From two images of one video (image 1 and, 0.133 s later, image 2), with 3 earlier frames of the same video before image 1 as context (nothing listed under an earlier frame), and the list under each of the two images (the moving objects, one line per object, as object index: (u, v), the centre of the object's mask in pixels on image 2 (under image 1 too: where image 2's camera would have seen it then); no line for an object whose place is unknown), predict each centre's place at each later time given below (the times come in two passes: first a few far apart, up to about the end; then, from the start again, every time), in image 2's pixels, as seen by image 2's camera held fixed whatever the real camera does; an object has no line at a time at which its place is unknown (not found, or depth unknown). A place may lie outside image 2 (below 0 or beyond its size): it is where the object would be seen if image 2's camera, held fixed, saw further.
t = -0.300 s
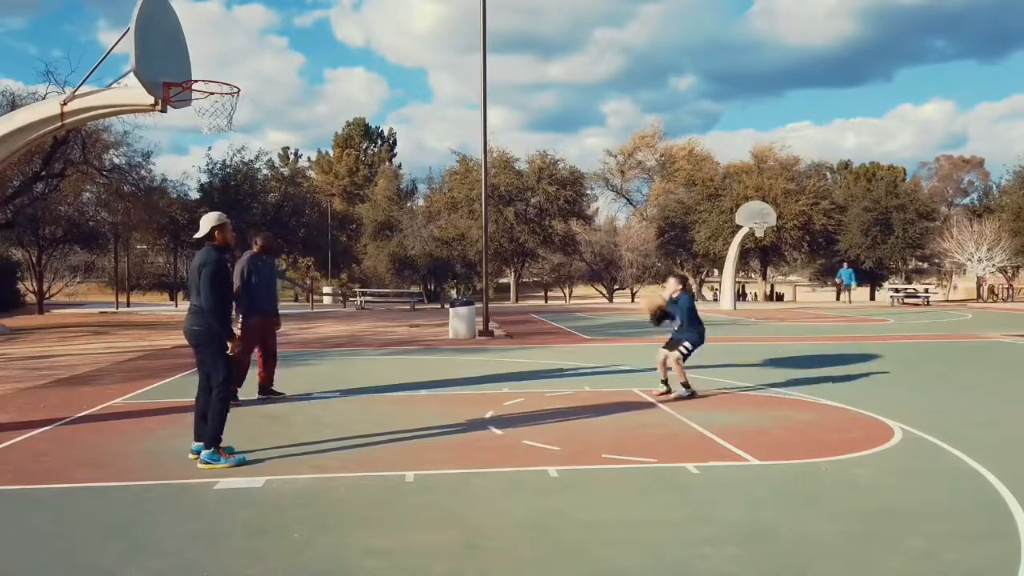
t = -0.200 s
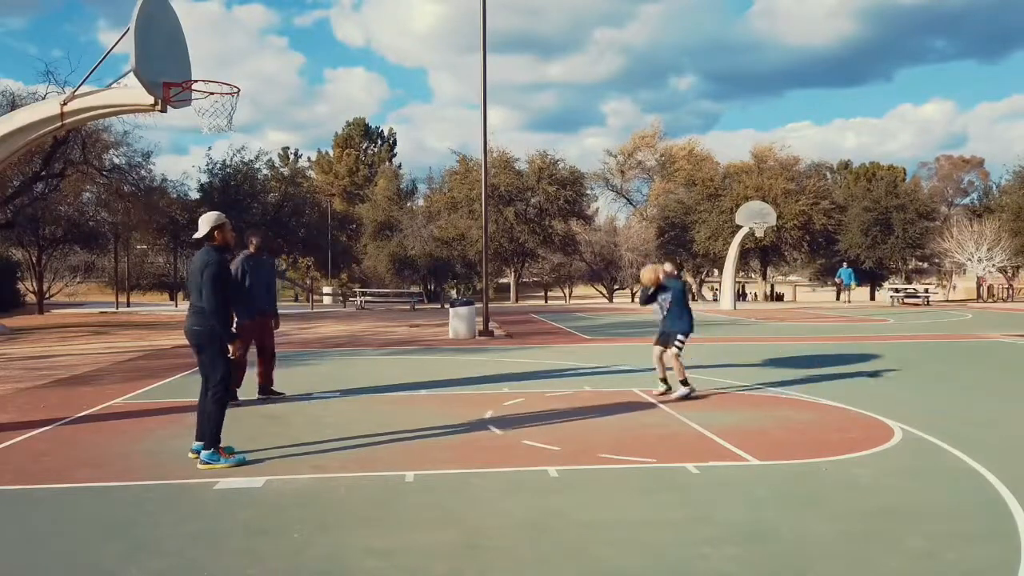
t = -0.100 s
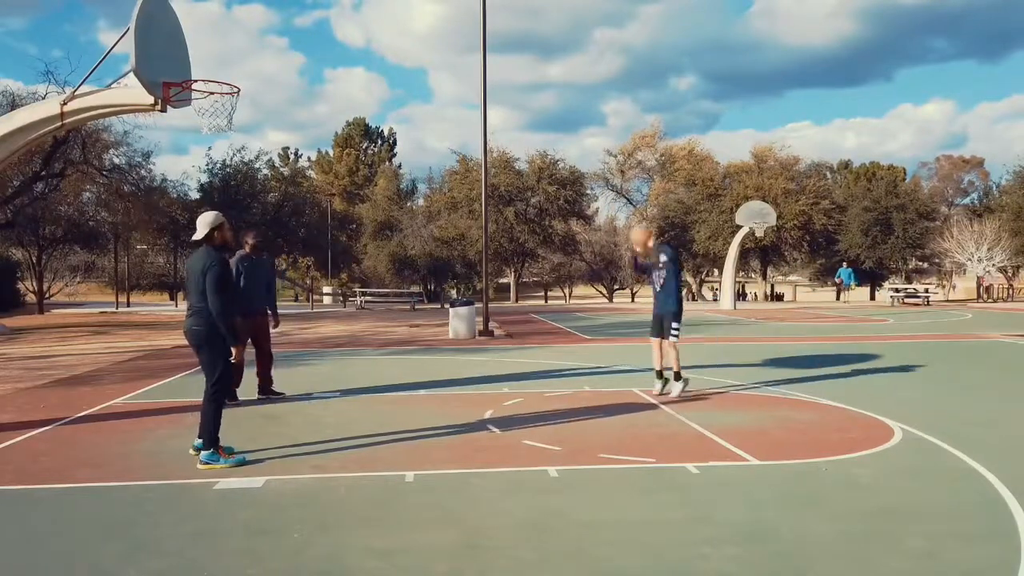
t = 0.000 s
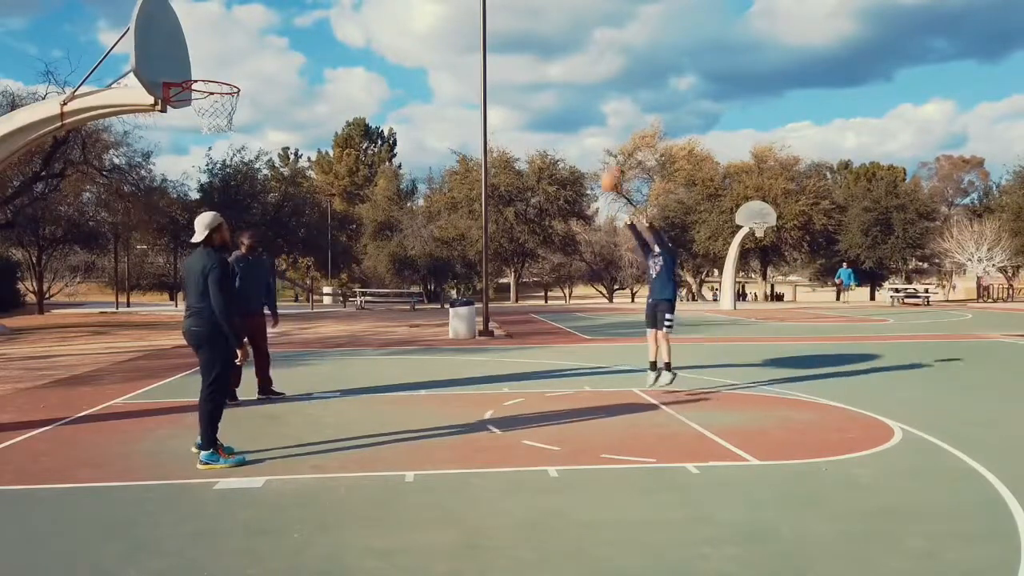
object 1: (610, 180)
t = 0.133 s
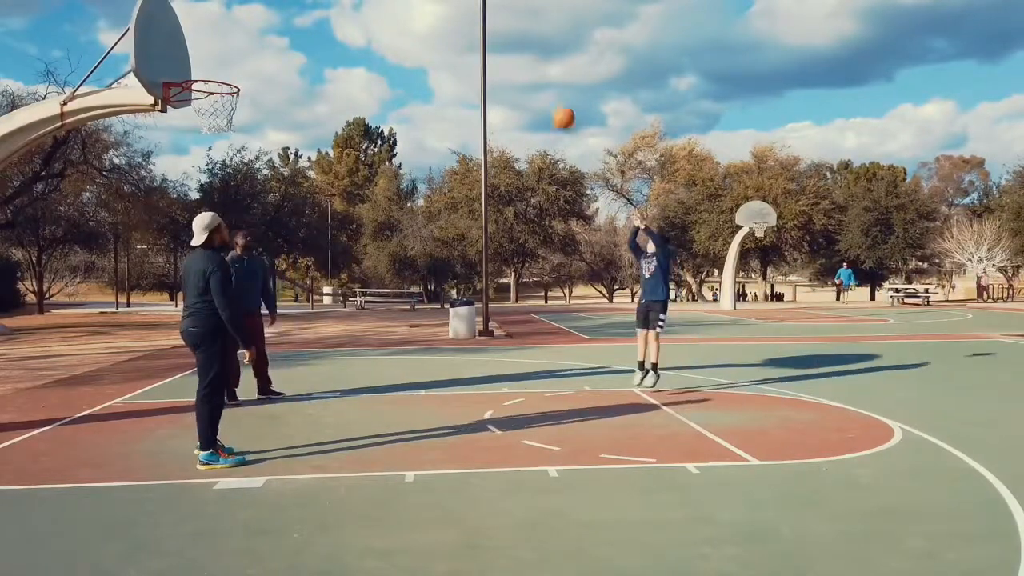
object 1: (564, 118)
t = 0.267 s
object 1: (516, 69)
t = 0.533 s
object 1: (411, 17)
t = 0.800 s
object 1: (300, 38)
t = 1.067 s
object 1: (230, 47)
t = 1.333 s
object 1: (217, 22)
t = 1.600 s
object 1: (205, 71)
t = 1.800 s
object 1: (217, 143)
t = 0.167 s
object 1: (553, 104)
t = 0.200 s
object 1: (540, 91)
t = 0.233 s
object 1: (527, 79)
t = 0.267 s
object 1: (516, 69)
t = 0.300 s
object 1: (502, 58)
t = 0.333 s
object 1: (490, 49)
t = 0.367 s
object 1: (477, 42)
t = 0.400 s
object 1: (465, 35)
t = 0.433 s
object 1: (451, 28)
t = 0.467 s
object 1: (438, 23)
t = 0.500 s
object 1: (424, 19)
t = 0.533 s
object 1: (411, 17)
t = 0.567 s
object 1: (397, 15)
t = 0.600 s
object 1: (384, 15)
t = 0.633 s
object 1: (369, 15)
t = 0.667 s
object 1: (356, 18)
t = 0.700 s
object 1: (342, 21)
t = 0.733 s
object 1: (328, 26)
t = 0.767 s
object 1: (315, 31)
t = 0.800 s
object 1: (300, 38)
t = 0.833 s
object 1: (286, 46)
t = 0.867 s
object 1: (271, 56)
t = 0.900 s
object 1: (256, 66)
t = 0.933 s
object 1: (241, 78)
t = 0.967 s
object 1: (236, 75)
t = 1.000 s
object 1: (234, 65)
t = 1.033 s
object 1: (232, 55)
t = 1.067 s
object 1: (230, 47)
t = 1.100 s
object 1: (228, 40)
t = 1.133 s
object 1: (227, 34)
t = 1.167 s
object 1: (225, 29)
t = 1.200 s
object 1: (224, 26)
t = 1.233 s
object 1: (222, 23)
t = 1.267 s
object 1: (221, 22)
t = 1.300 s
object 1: (219, 22)
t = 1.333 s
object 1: (217, 22)
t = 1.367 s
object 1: (216, 25)
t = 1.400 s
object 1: (215, 28)
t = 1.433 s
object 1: (213, 32)
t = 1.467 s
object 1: (211, 38)
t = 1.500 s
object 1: (209, 45)
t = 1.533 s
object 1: (208, 53)
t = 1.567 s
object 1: (206, 62)
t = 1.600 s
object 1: (205, 71)
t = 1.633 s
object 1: (205, 81)
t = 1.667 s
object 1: (208, 91)
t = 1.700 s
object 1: (210, 103)
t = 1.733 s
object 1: (213, 114)
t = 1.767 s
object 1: (216, 128)
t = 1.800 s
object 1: (217, 143)
